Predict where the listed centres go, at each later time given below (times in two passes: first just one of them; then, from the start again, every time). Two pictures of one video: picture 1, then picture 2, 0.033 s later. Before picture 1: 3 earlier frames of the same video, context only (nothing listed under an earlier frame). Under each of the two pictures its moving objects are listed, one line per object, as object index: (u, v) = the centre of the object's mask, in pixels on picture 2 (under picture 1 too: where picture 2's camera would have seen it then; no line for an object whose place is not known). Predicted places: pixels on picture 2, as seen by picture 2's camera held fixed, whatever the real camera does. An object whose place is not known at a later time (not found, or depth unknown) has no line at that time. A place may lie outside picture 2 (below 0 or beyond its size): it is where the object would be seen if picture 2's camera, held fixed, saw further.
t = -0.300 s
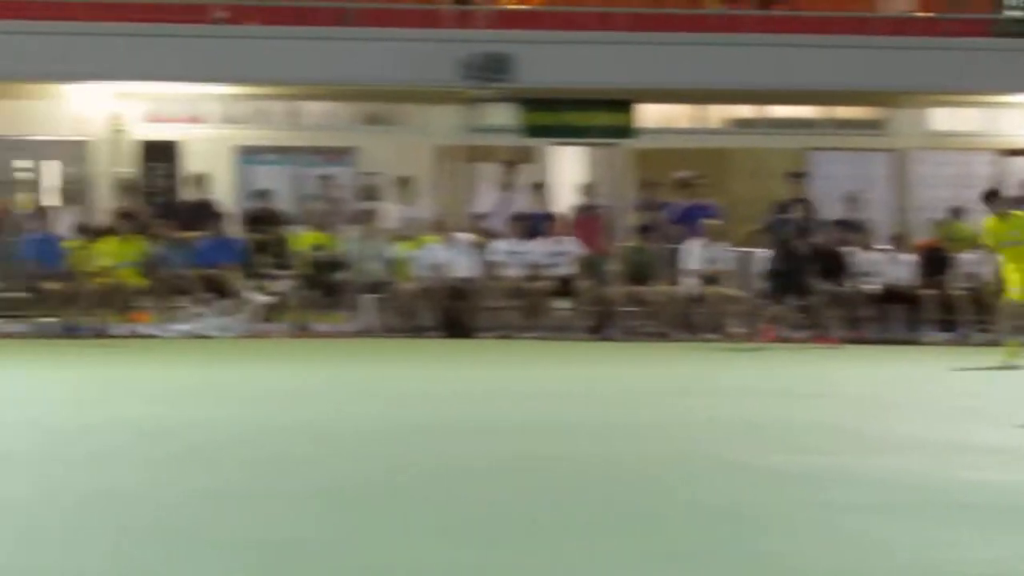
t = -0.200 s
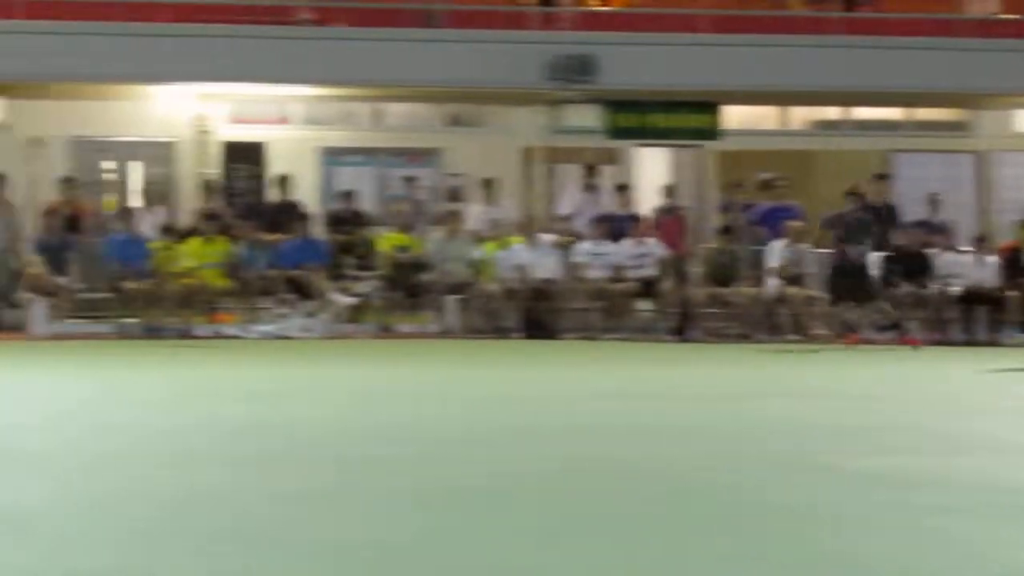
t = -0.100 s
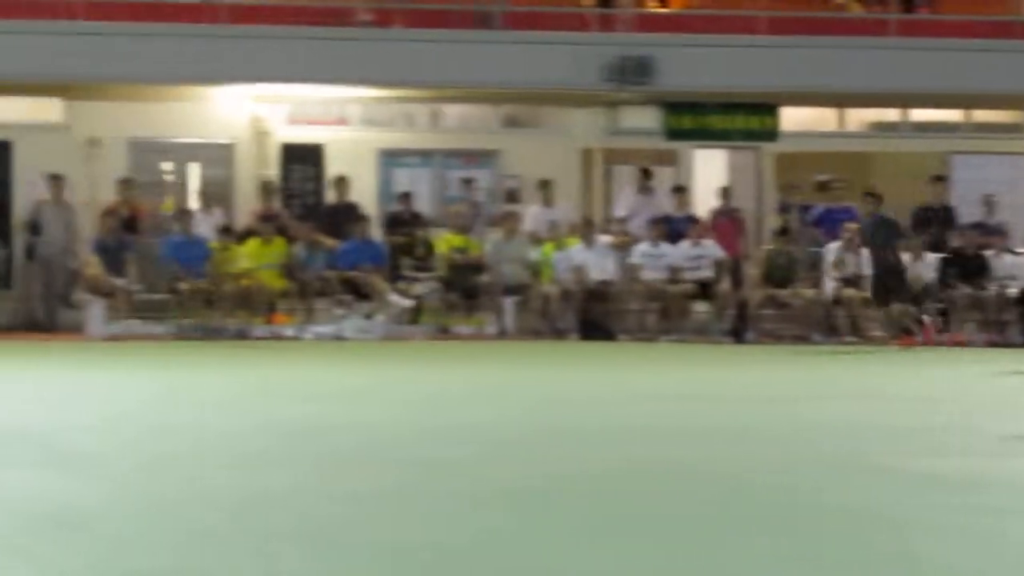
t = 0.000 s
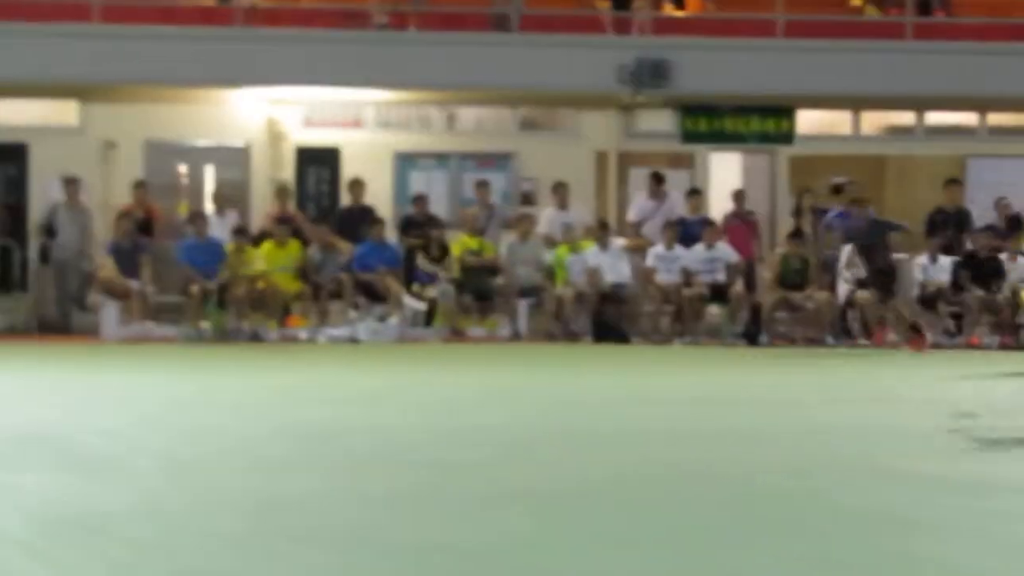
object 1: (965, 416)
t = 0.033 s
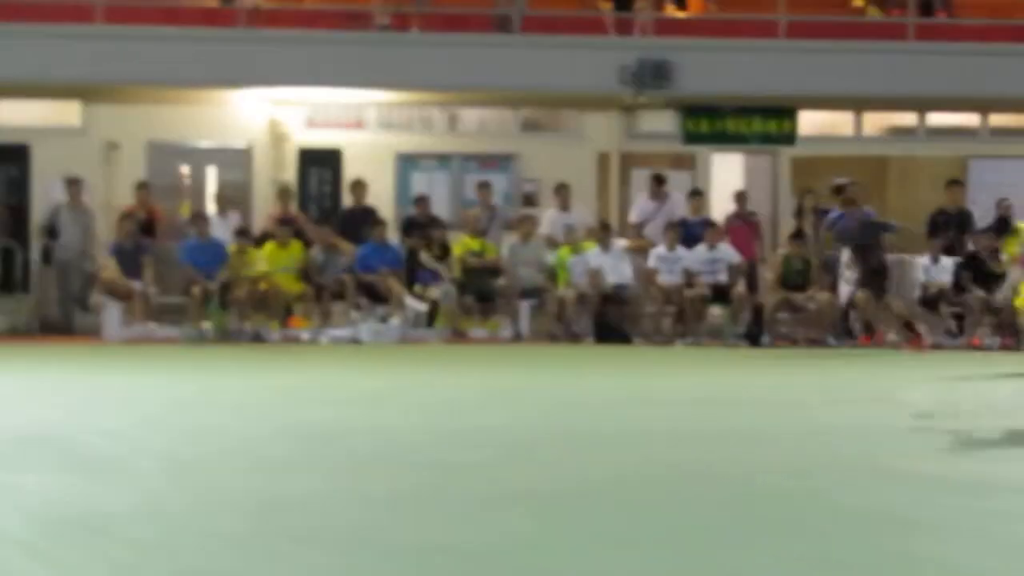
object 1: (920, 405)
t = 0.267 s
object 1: (649, 408)
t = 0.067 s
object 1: (877, 404)
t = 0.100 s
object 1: (836, 412)
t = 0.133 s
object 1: (794, 413)
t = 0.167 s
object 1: (757, 408)
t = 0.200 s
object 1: (722, 407)
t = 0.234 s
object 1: (684, 406)
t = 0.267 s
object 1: (649, 408)
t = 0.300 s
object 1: (614, 413)
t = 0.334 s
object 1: (581, 411)
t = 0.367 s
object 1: (545, 411)
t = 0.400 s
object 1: (512, 410)
